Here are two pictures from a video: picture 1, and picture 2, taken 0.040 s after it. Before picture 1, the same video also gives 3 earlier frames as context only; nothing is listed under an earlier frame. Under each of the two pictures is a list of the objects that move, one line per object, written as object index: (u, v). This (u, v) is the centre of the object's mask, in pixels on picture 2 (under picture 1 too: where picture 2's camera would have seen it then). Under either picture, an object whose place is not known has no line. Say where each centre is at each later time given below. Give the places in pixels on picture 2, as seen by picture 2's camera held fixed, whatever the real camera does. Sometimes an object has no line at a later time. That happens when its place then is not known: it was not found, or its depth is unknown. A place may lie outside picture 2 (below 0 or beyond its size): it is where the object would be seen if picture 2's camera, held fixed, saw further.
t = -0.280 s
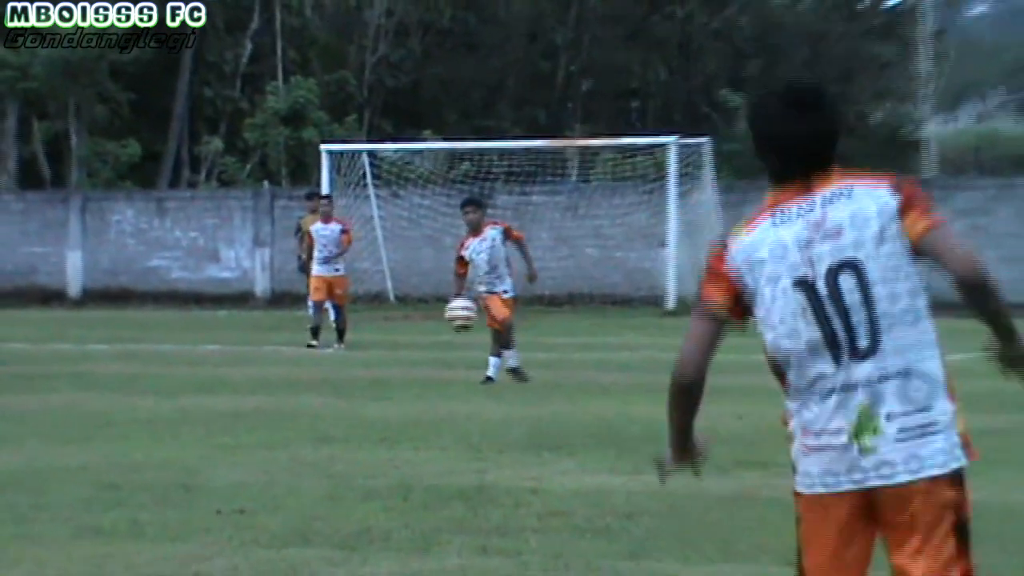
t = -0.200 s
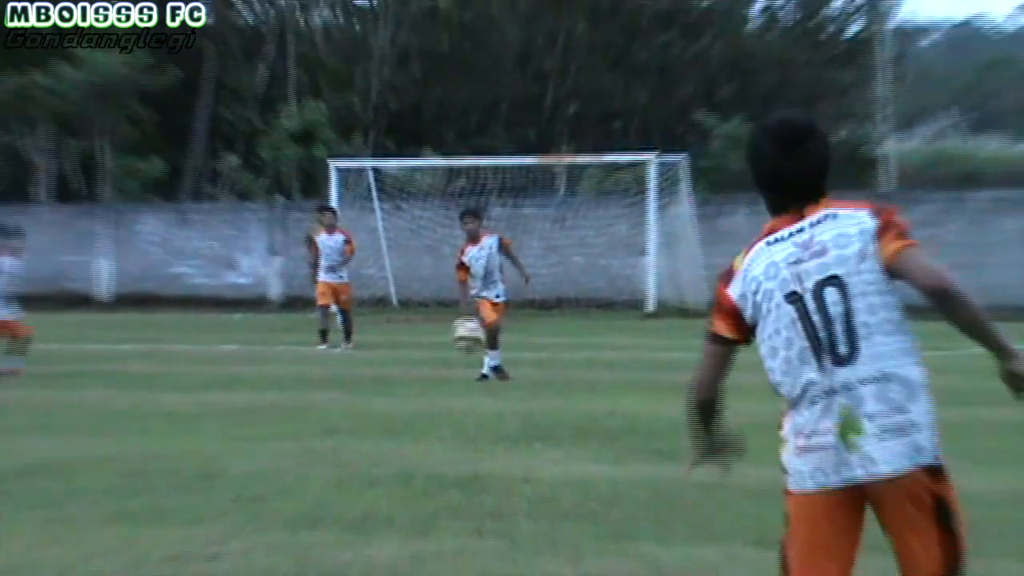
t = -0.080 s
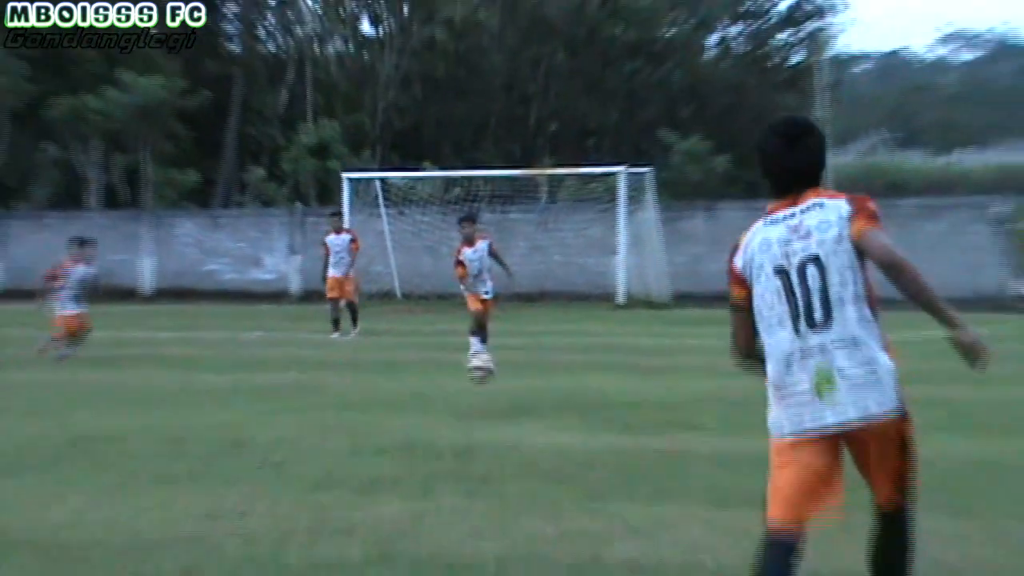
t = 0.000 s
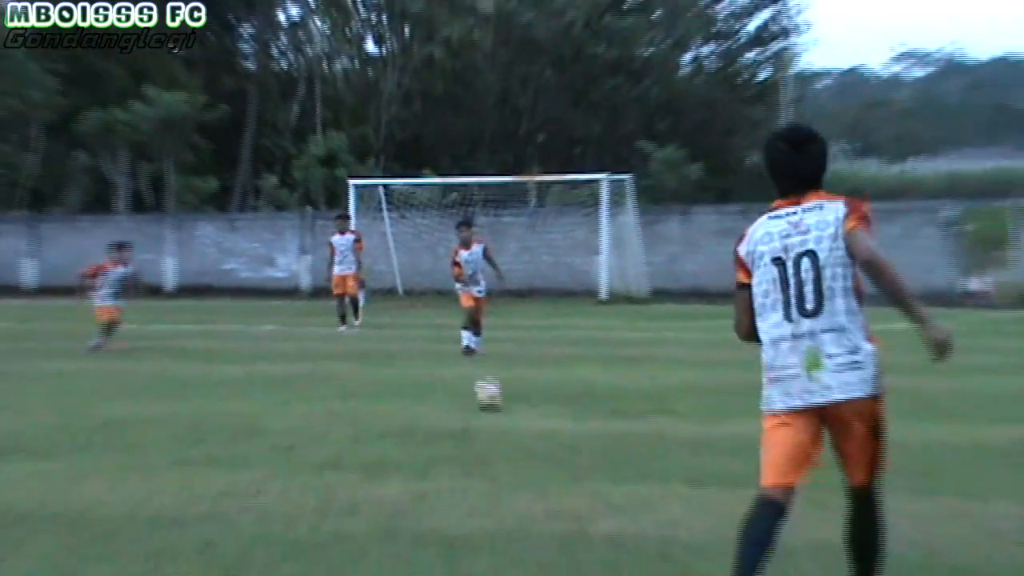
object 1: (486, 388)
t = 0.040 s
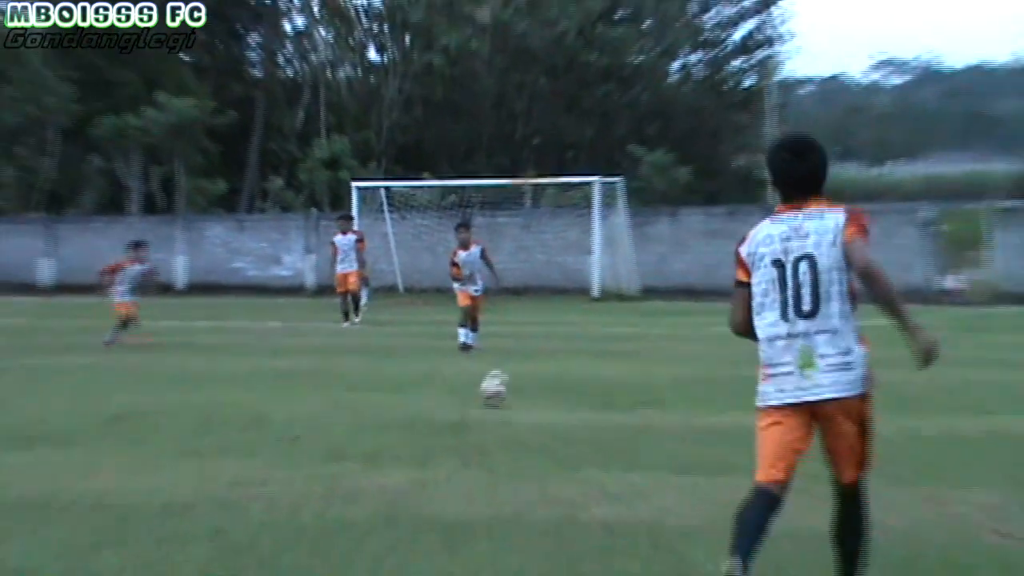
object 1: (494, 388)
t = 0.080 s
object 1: (502, 377)
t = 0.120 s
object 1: (511, 368)
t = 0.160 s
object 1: (519, 361)
